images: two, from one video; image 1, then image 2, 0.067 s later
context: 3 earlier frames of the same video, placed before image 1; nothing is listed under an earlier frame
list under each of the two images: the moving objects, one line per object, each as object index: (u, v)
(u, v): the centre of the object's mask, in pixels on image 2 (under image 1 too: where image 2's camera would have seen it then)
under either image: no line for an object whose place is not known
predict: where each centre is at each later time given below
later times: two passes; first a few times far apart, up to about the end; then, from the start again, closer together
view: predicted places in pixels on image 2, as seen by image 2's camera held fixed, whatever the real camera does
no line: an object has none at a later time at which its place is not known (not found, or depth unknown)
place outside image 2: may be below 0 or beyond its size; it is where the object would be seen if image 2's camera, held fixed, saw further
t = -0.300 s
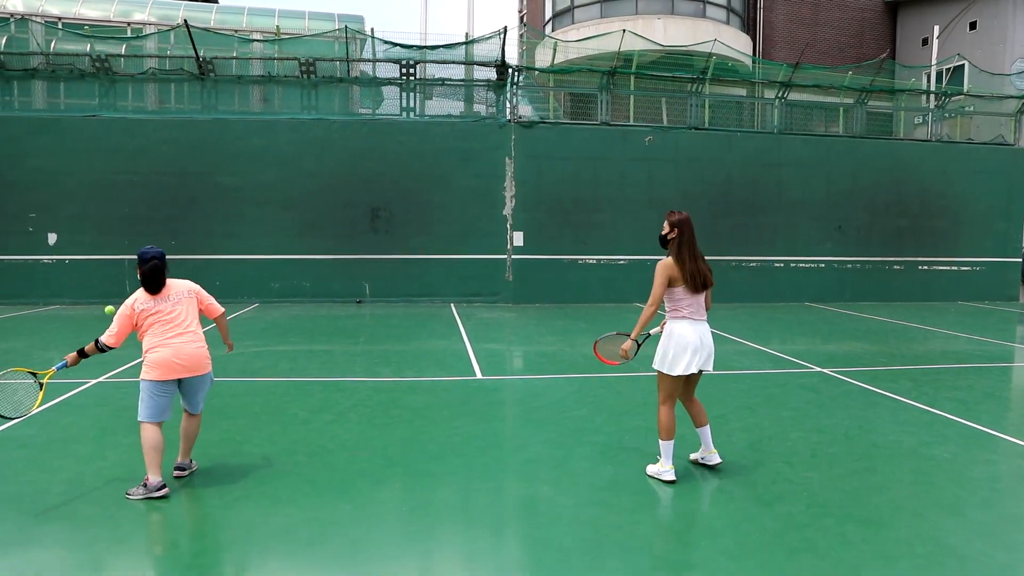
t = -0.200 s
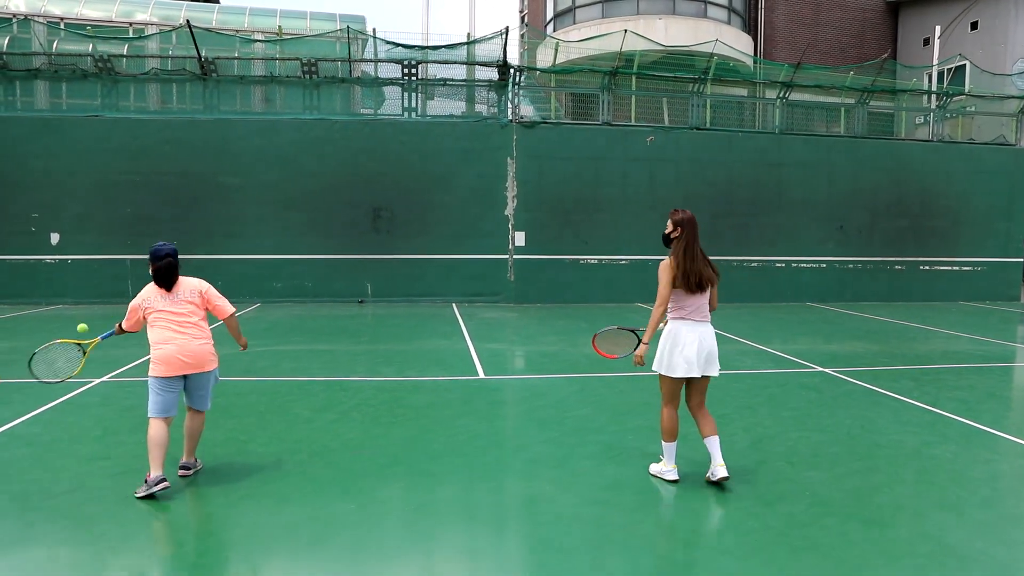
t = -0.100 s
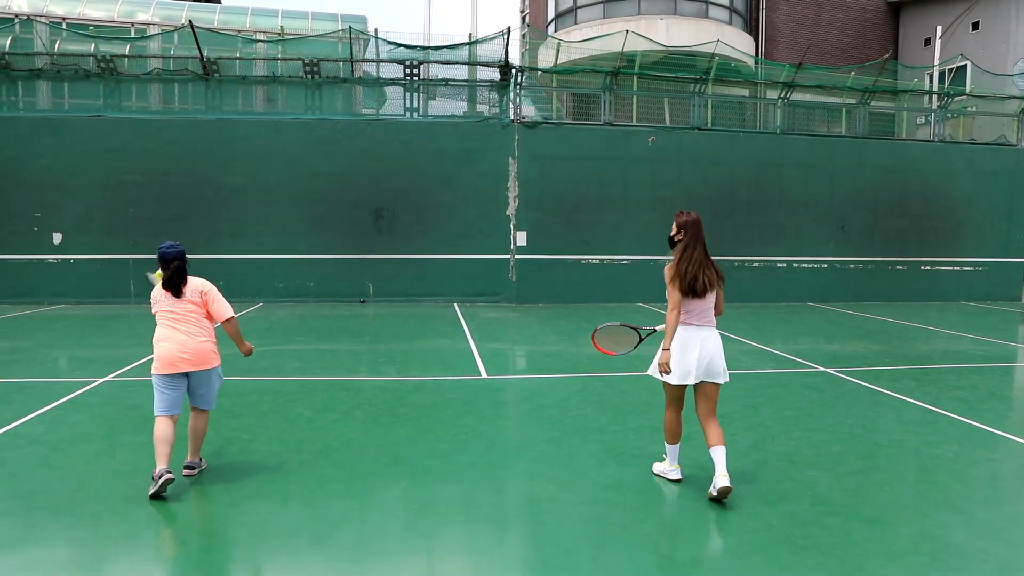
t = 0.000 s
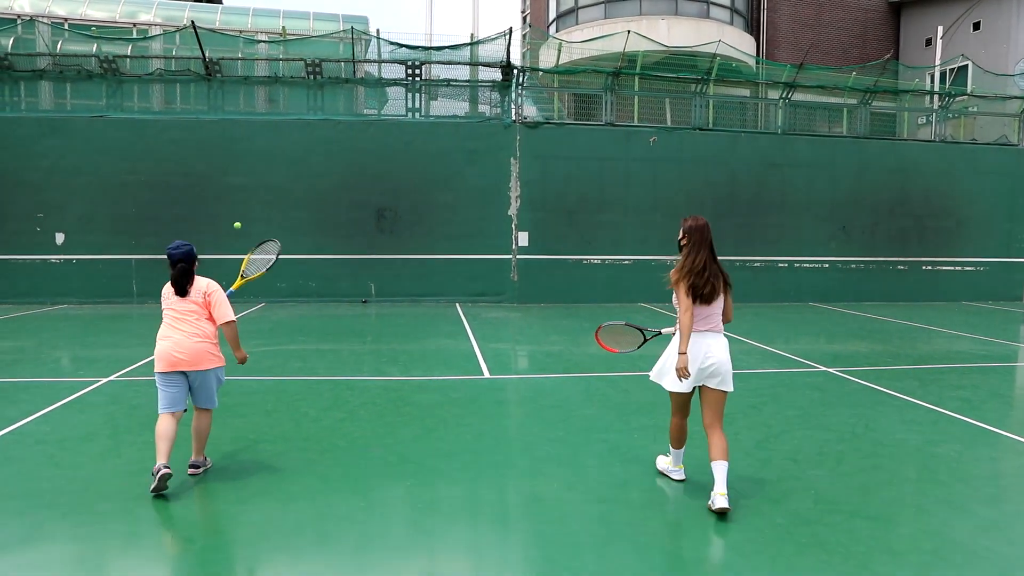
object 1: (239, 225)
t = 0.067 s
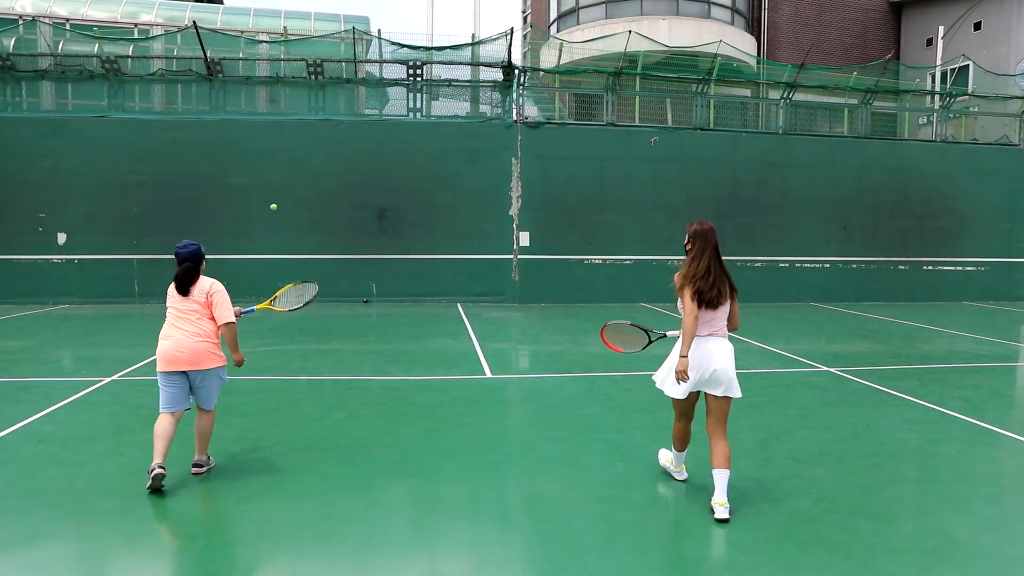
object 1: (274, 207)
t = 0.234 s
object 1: (331, 187)
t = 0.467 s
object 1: (375, 194)
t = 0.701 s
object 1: (391, 212)
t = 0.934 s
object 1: (405, 261)
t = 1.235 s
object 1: (422, 306)
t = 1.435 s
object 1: (429, 266)
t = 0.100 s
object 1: (288, 200)
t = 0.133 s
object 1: (301, 195)
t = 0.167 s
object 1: (312, 191)
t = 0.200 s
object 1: (322, 189)
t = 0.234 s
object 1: (331, 187)
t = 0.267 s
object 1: (339, 186)
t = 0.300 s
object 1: (347, 186)
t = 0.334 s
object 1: (354, 186)
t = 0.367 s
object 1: (360, 188)
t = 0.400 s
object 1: (365, 189)
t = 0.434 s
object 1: (370, 192)
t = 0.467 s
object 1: (375, 194)
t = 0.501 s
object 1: (380, 197)
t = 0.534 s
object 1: (383, 201)
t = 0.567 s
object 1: (385, 202)
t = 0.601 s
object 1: (386, 204)
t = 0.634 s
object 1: (388, 206)
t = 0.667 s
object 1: (390, 208)
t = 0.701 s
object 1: (391, 212)
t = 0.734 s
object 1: (393, 216)
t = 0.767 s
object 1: (395, 221)
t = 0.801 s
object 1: (397, 227)
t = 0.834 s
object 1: (399, 234)
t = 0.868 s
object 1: (401, 242)
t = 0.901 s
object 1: (403, 251)
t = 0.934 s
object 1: (405, 261)
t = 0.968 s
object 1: (407, 272)
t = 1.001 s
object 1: (409, 284)
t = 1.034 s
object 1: (411, 298)
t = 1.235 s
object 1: (422, 306)
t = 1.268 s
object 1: (423, 298)
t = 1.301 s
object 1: (425, 290)
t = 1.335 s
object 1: (426, 283)
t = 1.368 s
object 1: (427, 277)
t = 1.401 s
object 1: (428, 271)
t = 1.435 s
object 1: (429, 266)
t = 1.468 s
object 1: (430, 262)
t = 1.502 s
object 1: (432, 259)
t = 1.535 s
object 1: (433, 256)
